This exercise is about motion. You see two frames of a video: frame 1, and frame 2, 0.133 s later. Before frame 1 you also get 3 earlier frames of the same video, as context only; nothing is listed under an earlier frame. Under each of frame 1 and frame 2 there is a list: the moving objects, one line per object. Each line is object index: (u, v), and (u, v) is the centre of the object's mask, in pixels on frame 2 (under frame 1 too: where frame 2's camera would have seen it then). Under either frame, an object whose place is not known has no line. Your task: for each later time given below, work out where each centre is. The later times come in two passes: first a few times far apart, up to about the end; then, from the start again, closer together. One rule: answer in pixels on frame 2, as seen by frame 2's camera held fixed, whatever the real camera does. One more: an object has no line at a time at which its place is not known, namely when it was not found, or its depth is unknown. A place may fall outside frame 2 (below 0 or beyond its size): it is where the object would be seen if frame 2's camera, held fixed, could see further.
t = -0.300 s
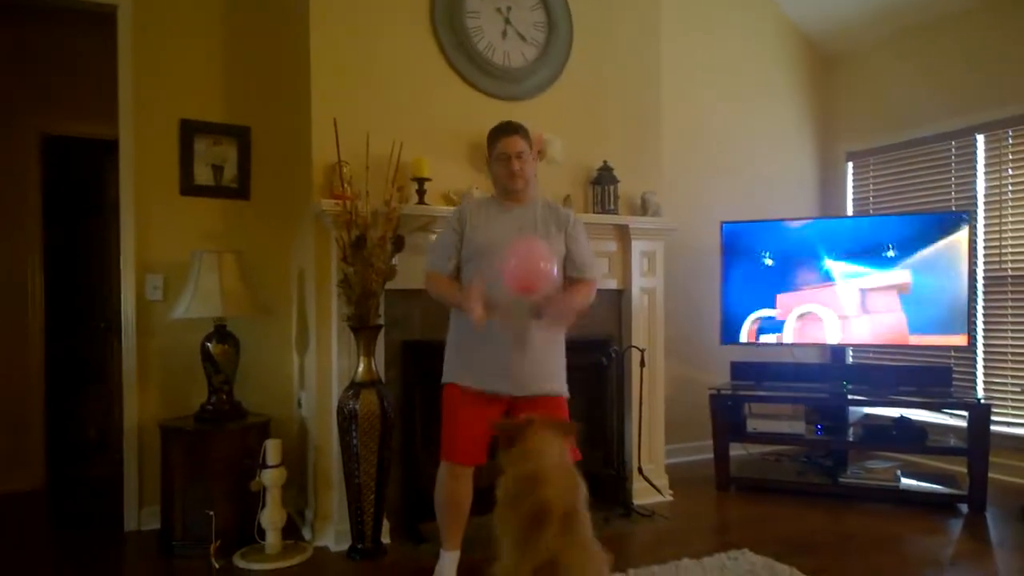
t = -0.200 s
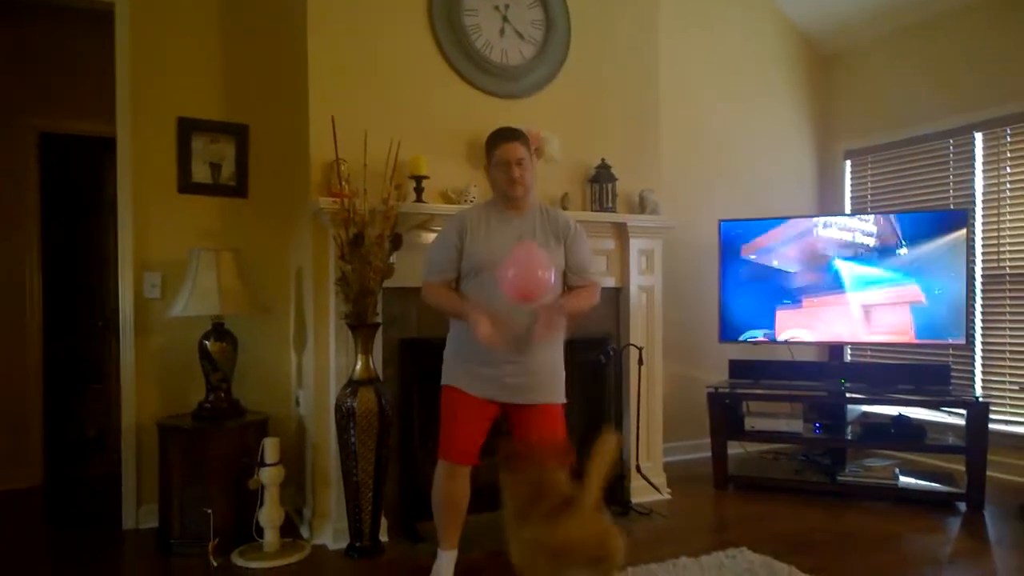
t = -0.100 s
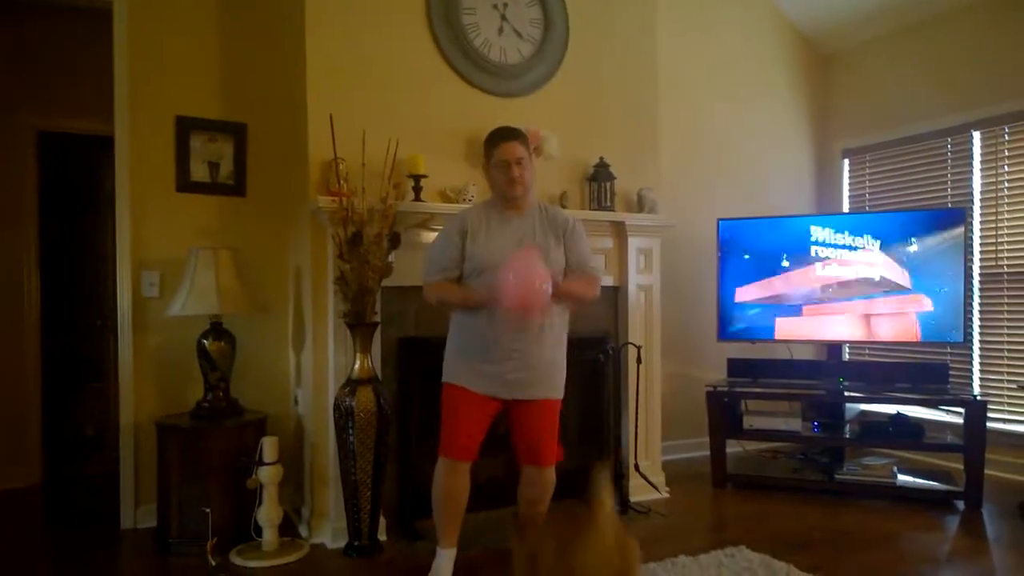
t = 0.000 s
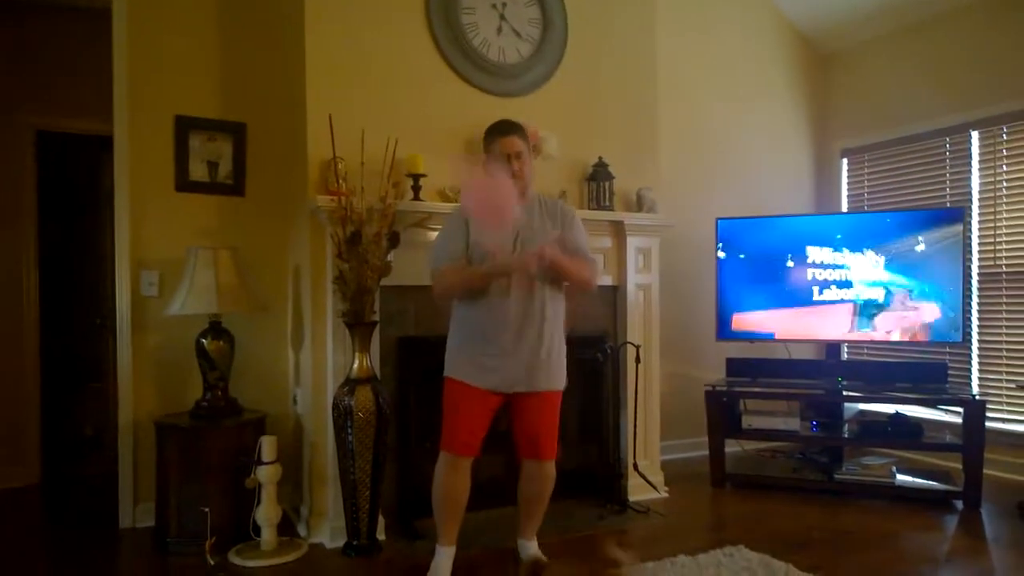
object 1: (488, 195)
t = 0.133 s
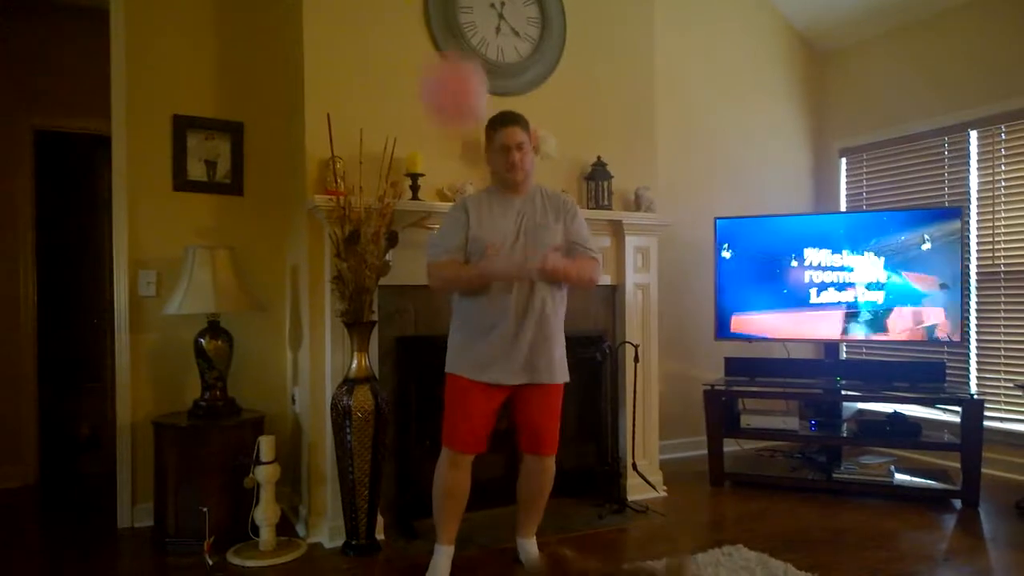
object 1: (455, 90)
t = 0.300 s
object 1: (439, 35)
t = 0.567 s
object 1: (366, 28)
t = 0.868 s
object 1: (258, 103)
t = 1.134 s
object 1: (190, 303)
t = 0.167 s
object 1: (451, 71)
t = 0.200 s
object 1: (448, 57)
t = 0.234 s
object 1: (447, 46)
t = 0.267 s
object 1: (443, 39)
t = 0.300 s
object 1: (439, 35)
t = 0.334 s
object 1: (430, 33)
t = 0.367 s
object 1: (424, 31)
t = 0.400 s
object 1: (414, 30)
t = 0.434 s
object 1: (412, 31)
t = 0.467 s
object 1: (398, 29)
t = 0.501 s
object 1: (386, 29)
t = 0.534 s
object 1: (375, 29)
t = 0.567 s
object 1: (366, 28)
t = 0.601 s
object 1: (353, 29)
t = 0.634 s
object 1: (342, 30)
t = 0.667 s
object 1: (328, 33)
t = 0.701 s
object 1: (315, 37)
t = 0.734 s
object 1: (302, 43)
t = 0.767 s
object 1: (289, 57)
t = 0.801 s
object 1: (276, 70)
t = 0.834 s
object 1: (267, 85)
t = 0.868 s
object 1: (258, 103)
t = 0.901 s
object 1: (247, 121)
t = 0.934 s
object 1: (237, 144)
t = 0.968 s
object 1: (228, 163)
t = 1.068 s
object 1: (210, 247)
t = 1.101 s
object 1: (197, 280)
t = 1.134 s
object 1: (190, 303)
